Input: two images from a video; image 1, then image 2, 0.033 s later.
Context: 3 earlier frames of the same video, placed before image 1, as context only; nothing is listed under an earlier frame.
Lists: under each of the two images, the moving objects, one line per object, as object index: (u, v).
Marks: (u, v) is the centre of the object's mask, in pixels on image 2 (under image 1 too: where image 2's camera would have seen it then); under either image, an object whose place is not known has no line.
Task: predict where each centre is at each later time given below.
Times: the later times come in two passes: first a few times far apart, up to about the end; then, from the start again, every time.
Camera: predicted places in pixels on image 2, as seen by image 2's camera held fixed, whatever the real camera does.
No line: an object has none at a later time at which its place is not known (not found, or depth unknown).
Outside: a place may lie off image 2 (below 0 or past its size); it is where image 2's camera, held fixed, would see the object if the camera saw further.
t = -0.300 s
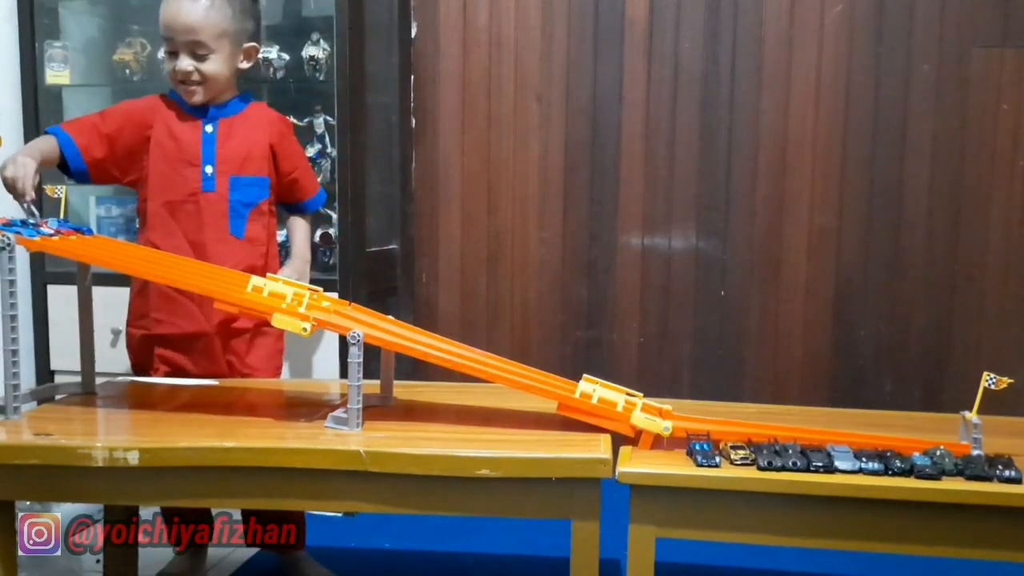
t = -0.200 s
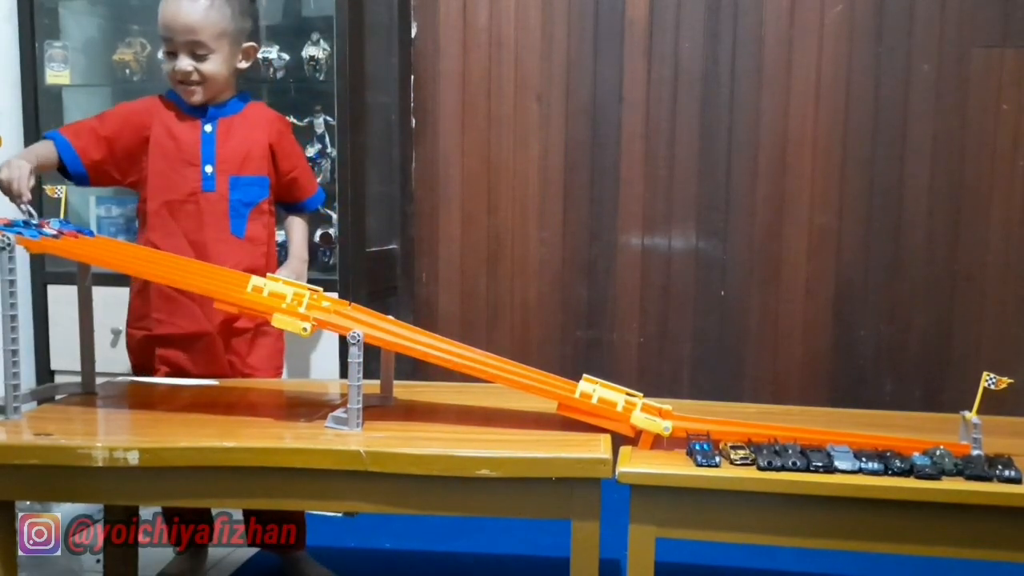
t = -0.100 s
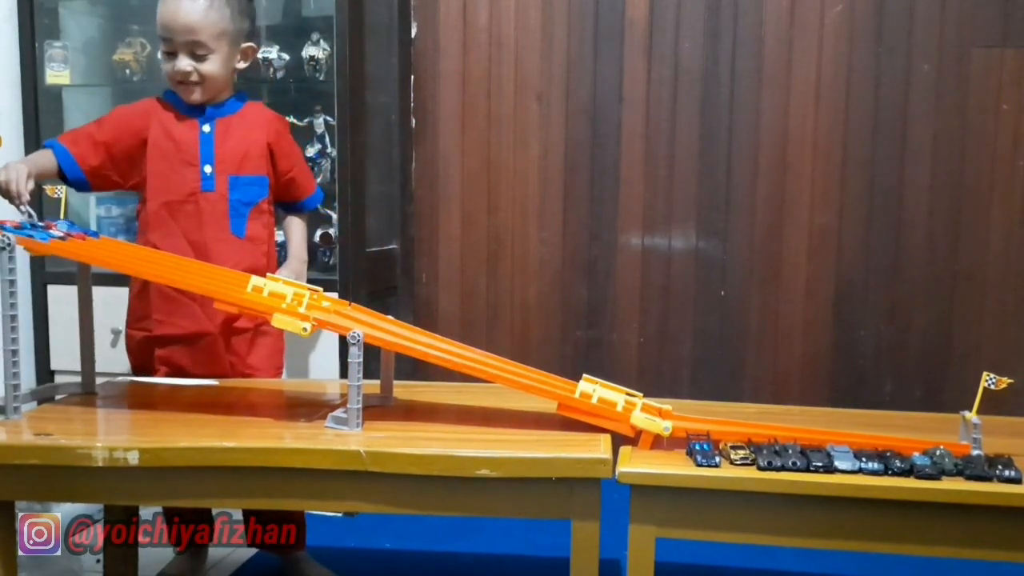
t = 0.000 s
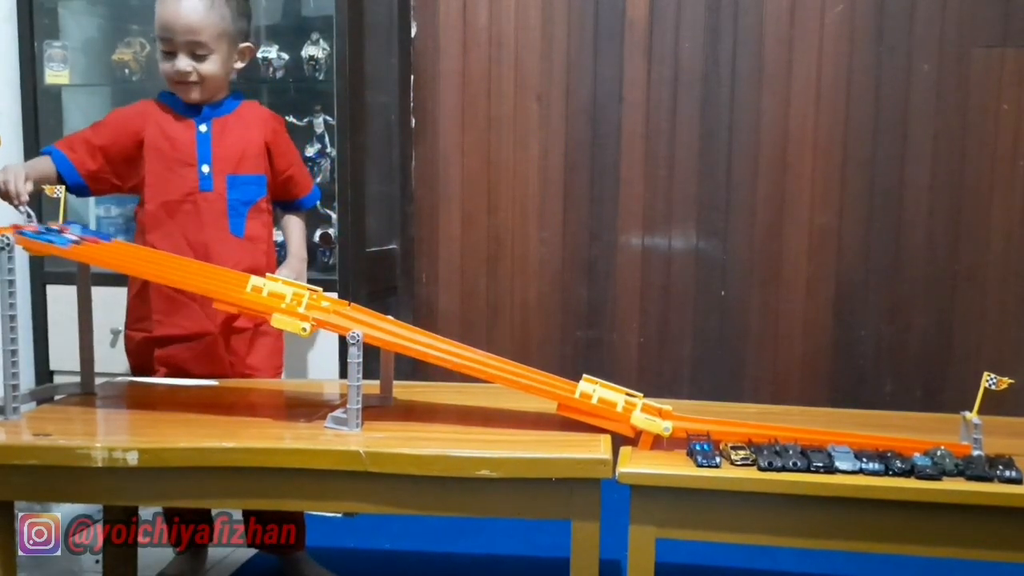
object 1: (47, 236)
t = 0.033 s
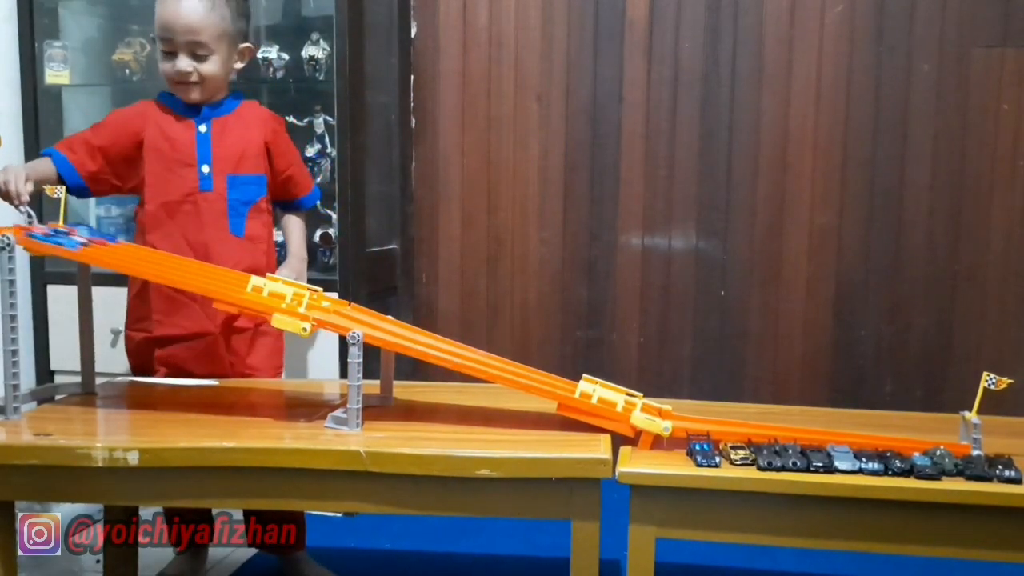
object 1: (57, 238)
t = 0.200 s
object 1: (119, 256)
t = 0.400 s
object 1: (235, 289)
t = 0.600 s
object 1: (389, 334)
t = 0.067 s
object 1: (66, 242)
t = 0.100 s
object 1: (76, 244)
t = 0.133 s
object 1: (89, 248)
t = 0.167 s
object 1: (102, 249)
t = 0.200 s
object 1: (119, 256)
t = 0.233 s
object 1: (134, 260)
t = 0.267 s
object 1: (151, 264)
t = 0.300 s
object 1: (171, 270)
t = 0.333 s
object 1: (196, 278)
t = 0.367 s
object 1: (214, 282)
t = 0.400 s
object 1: (235, 289)
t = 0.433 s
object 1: (261, 296)
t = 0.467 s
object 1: (285, 302)
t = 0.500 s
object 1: (309, 309)
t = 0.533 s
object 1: (333, 317)
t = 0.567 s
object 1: (358, 324)
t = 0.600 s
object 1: (389, 334)
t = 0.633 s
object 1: (420, 344)
